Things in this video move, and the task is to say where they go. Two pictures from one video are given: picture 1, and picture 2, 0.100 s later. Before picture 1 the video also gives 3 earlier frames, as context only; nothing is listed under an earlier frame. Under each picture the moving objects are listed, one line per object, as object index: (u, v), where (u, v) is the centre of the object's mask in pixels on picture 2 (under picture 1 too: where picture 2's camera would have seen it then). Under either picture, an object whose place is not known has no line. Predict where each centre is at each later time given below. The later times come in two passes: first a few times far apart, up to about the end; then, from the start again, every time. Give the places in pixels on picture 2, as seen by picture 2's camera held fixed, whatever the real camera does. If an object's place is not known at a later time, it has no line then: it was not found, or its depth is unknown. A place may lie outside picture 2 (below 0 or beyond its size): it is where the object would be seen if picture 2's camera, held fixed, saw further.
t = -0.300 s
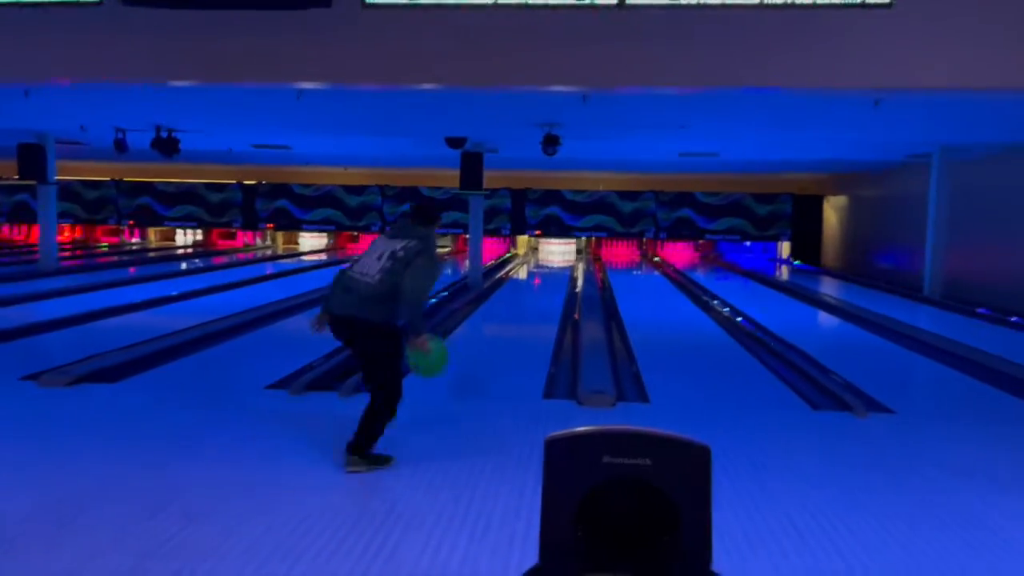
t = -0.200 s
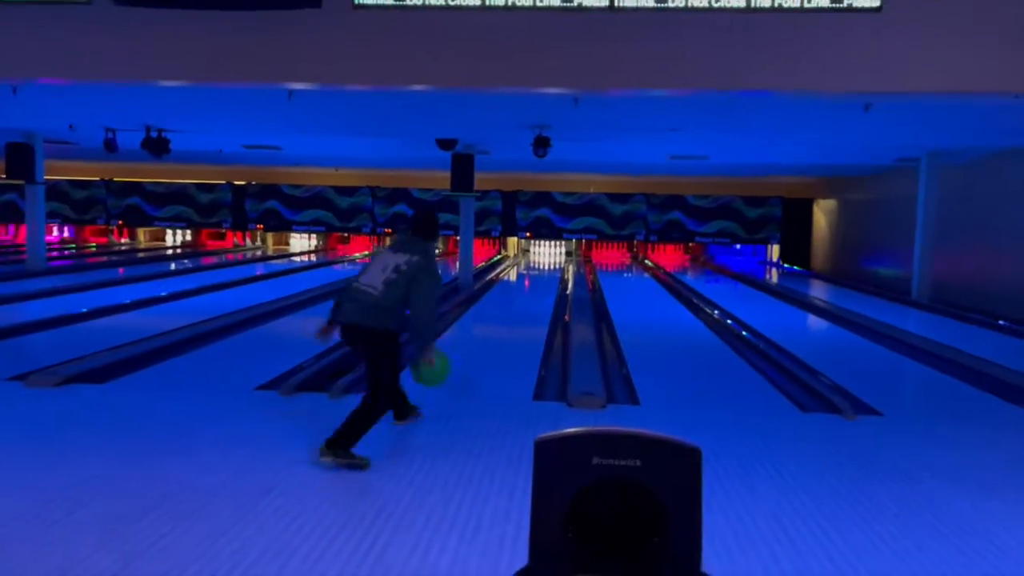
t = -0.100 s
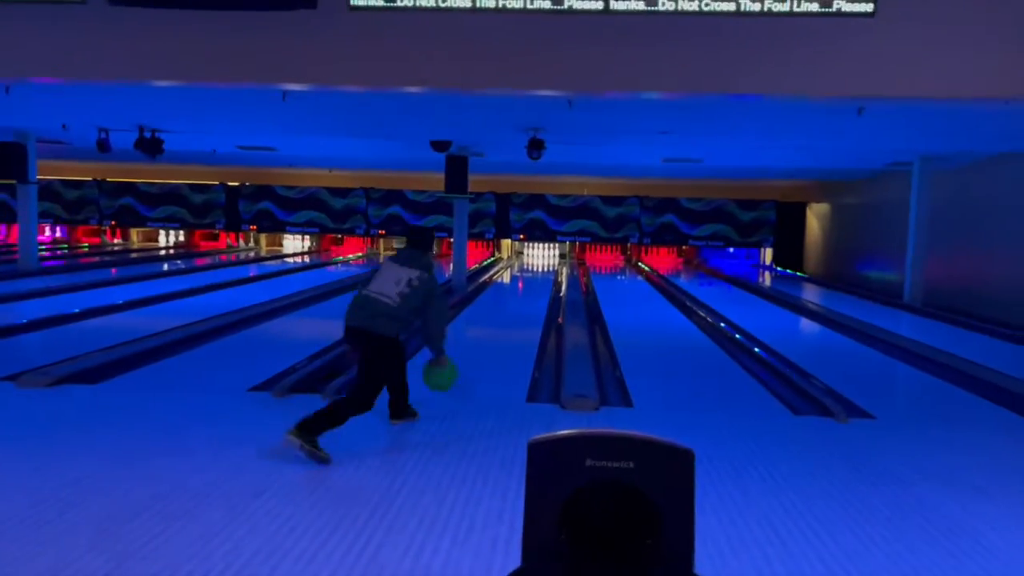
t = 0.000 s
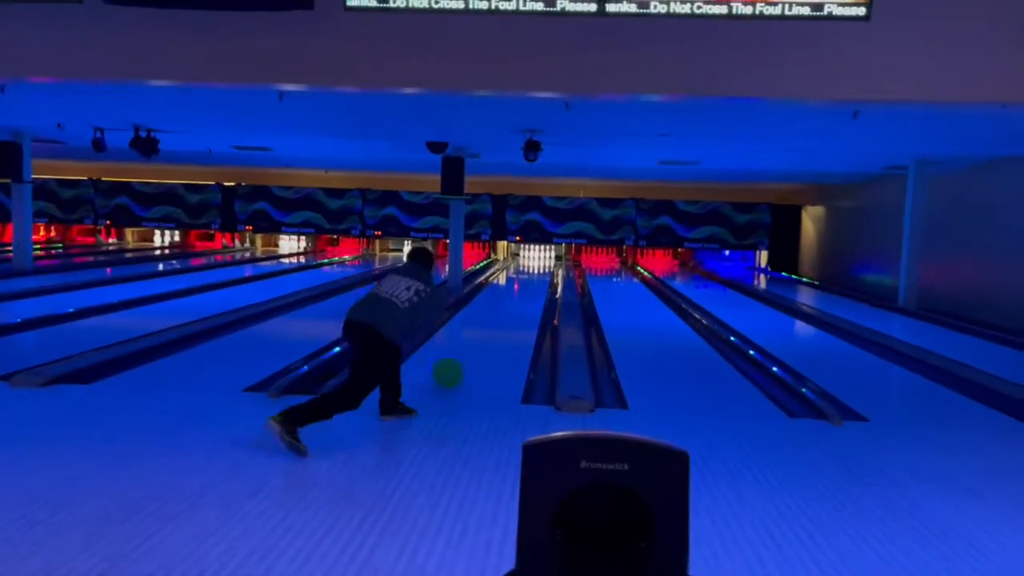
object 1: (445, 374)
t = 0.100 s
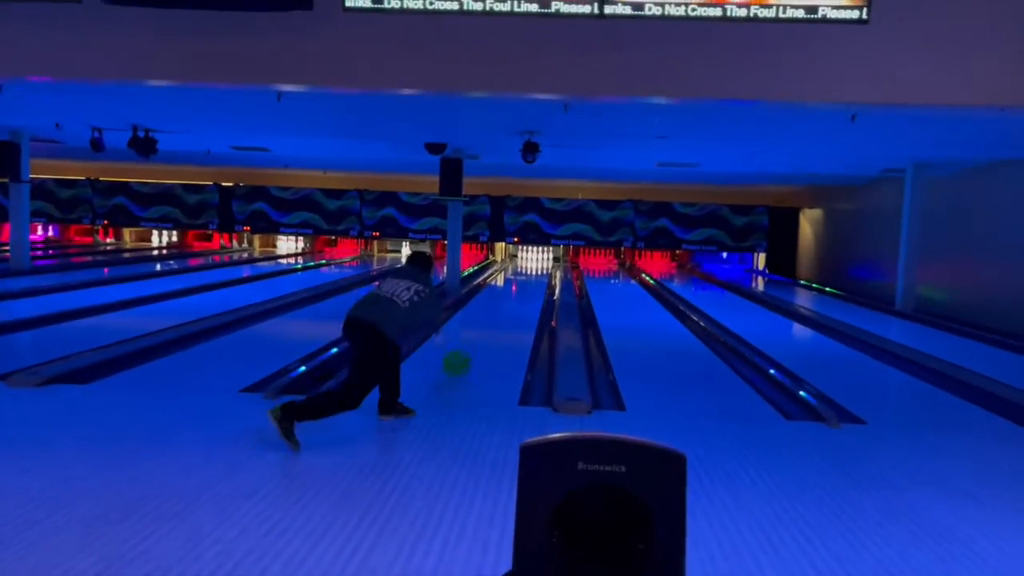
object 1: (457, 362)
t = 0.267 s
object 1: (469, 345)
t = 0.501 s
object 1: (483, 323)
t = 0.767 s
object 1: (494, 307)
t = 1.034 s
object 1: (500, 295)
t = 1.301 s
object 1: (506, 286)
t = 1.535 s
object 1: (510, 281)
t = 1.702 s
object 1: (512, 276)
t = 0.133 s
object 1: (460, 359)
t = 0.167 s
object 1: (462, 356)
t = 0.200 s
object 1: (466, 351)
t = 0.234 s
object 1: (468, 349)
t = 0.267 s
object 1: (469, 345)
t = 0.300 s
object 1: (472, 342)
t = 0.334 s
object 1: (474, 338)
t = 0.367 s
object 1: (476, 336)
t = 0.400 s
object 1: (478, 332)
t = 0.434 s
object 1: (480, 330)
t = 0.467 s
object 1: (481, 328)
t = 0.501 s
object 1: (483, 323)
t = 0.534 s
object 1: (485, 321)
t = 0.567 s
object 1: (486, 318)
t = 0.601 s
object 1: (488, 316)
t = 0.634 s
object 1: (489, 314)
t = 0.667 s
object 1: (490, 312)
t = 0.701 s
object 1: (491, 311)
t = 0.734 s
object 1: (493, 309)
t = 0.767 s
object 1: (494, 307)
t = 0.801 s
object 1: (494, 306)
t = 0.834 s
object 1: (496, 303)
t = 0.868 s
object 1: (497, 301)
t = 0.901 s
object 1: (498, 300)
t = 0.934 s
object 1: (498, 299)
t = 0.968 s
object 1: (499, 298)
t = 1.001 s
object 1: (500, 297)
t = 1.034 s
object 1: (500, 295)
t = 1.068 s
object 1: (502, 294)
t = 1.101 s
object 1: (503, 292)
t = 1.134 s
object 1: (504, 291)
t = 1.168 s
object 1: (504, 290)
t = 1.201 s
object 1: (505, 289)
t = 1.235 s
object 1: (506, 287)
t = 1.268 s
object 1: (506, 287)
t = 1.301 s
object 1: (506, 286)
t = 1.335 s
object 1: (507, 285)
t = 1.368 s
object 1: (508, 284)
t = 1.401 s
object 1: (509, 284)
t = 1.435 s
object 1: (509, 283)
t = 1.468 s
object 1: (510, 282)
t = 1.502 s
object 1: (510, 281)
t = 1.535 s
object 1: (510, 281)
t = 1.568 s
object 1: (510, 281)
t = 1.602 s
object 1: (511, 277)
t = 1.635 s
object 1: (511, 276)
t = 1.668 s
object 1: (512, 276)
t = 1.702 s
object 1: (512, 276)
